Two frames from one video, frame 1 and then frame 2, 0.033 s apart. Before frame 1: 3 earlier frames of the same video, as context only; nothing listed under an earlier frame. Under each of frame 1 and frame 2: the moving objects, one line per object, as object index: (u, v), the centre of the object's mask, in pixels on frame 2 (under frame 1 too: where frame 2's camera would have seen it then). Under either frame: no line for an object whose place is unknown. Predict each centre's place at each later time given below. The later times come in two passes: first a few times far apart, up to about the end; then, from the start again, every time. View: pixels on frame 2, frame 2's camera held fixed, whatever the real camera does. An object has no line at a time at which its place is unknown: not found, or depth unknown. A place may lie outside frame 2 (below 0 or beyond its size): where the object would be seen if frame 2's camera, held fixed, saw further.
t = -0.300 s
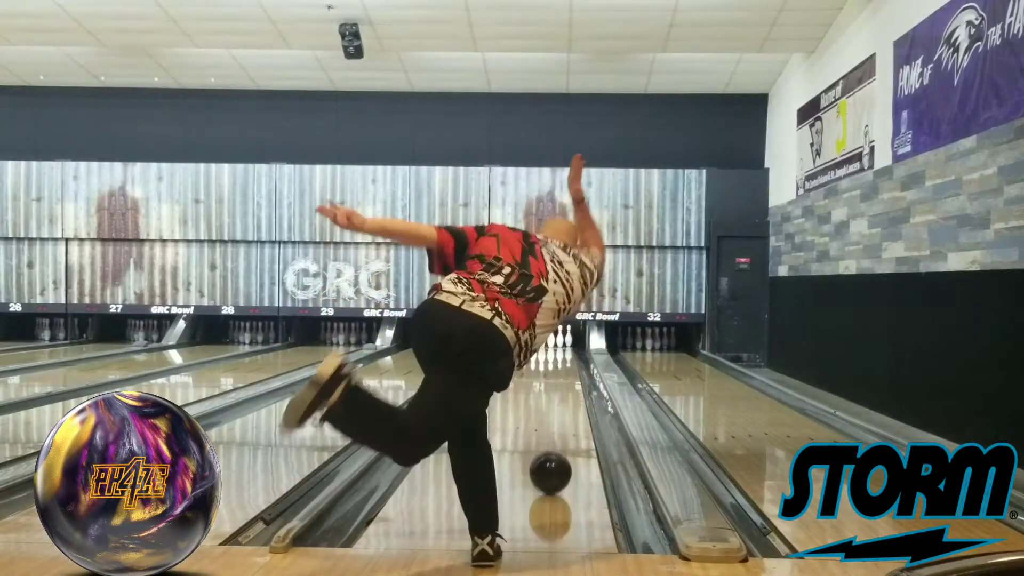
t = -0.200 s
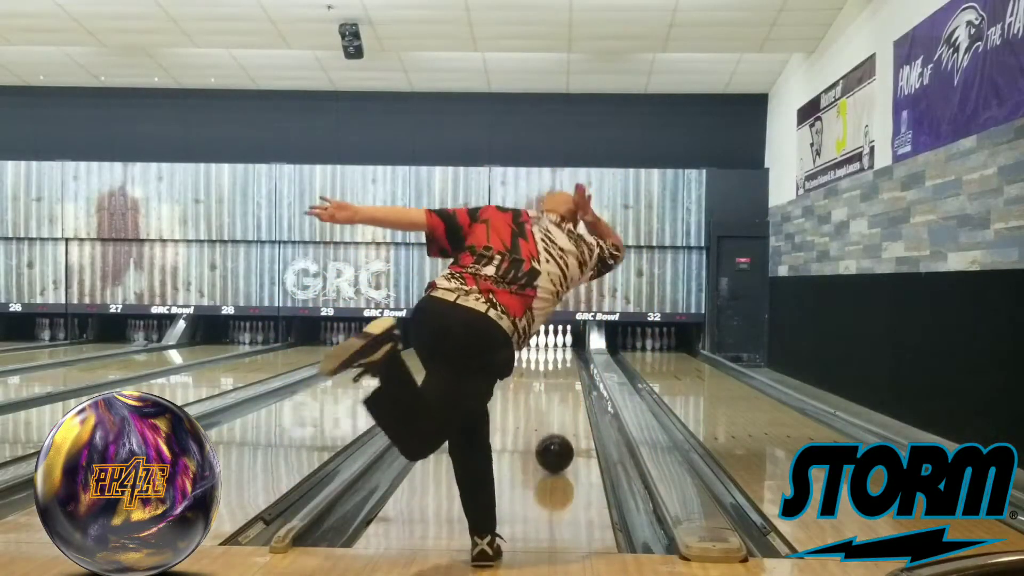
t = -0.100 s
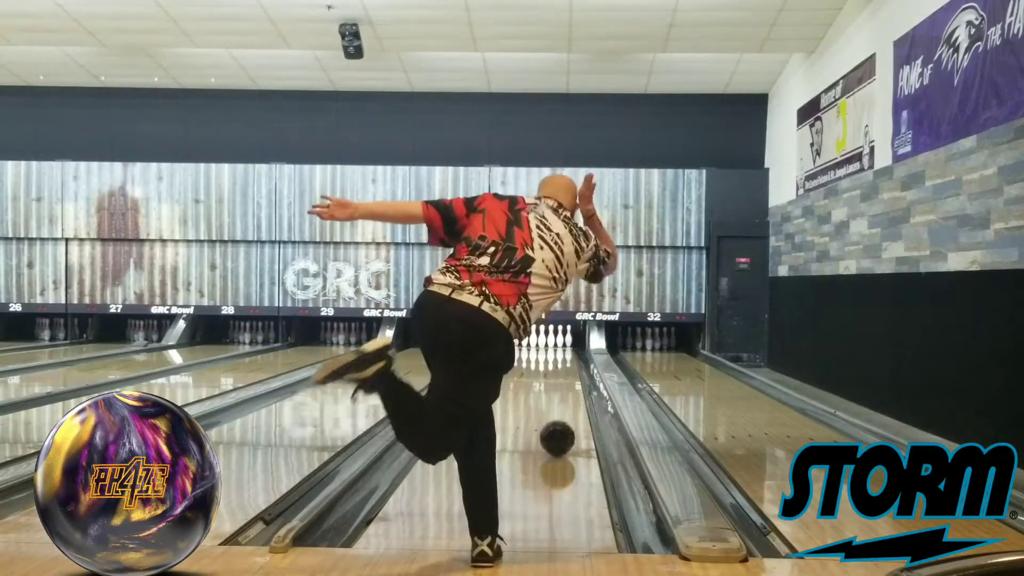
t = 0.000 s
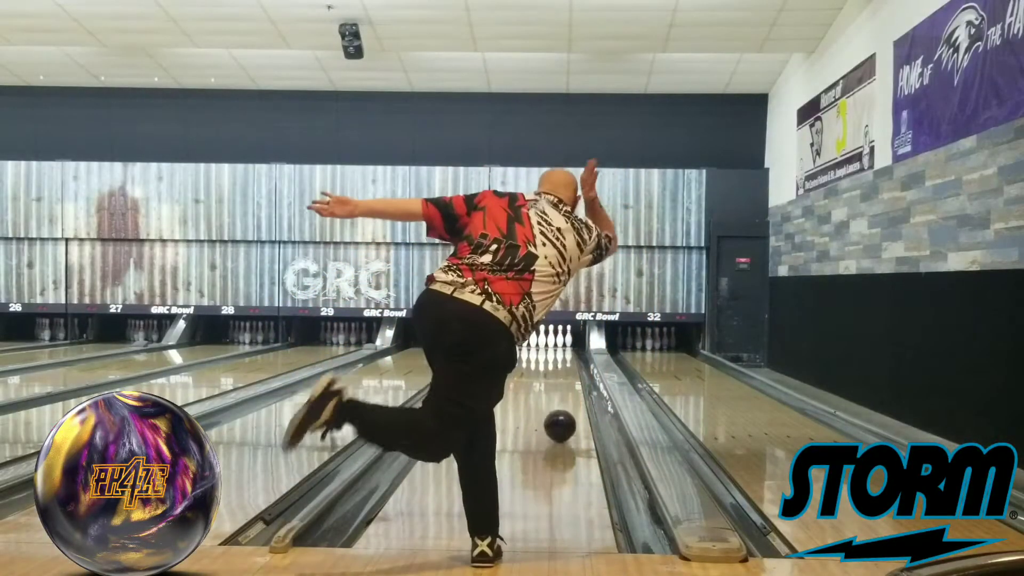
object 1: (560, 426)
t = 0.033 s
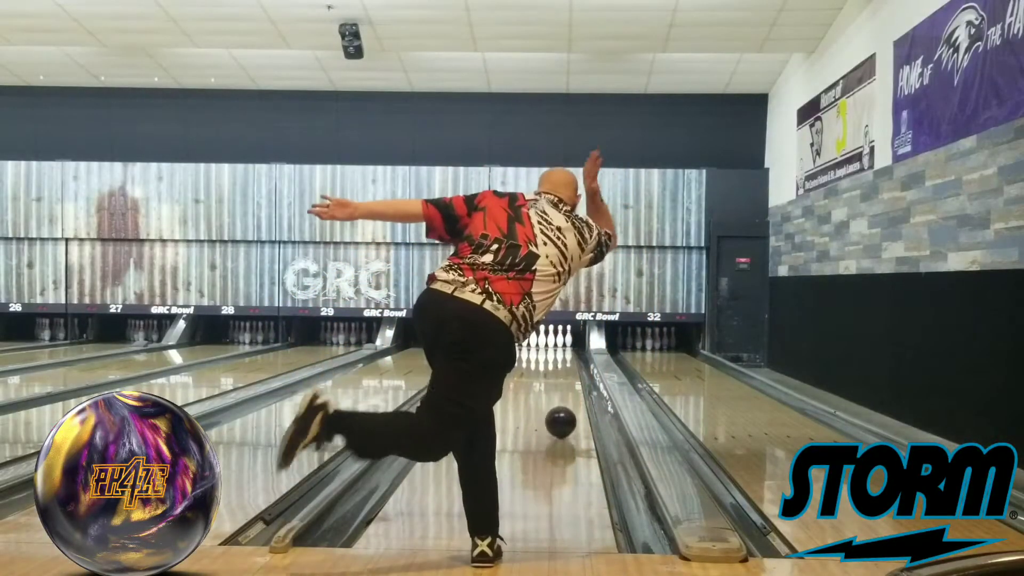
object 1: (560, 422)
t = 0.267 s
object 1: (564, 401)
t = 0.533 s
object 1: (569, 385)
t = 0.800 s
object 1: (566, 372)
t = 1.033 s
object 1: (565, 363)
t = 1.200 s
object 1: (564, 358)
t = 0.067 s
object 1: (561, 419)
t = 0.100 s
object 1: (562, 415)
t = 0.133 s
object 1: (562, 412)
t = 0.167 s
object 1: (563, 409)
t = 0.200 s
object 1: (563, 407)
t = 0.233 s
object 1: (564, 404)
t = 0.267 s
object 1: (564, 401)
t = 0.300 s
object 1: (564, 399)
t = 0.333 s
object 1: (565, 396)
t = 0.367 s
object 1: (565, 394)
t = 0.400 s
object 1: (565, 392)
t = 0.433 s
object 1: (565, 390)
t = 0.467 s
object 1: (567, 389)
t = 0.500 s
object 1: (569, 387)
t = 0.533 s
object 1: (569, 385)
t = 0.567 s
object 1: (569, 384)
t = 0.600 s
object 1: (568, 382)
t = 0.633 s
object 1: (567, 379)
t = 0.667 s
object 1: (566, 377)
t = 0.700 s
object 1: (566, 376)
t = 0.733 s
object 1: (566, 375)
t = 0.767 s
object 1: (566, 373)
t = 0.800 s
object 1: (566, 372)
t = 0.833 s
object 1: (566, 370)
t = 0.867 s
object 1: (566, 369)
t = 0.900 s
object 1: (566, 368)
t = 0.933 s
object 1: (566, 367)
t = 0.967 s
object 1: (566, 365)
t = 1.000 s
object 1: (566, 364)
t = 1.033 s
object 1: (565, 363)
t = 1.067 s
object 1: (565, 362)
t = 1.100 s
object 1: (565, 361)
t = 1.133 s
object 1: (565, 360)
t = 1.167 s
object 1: (564, 359)
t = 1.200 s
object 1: (564, 358)
